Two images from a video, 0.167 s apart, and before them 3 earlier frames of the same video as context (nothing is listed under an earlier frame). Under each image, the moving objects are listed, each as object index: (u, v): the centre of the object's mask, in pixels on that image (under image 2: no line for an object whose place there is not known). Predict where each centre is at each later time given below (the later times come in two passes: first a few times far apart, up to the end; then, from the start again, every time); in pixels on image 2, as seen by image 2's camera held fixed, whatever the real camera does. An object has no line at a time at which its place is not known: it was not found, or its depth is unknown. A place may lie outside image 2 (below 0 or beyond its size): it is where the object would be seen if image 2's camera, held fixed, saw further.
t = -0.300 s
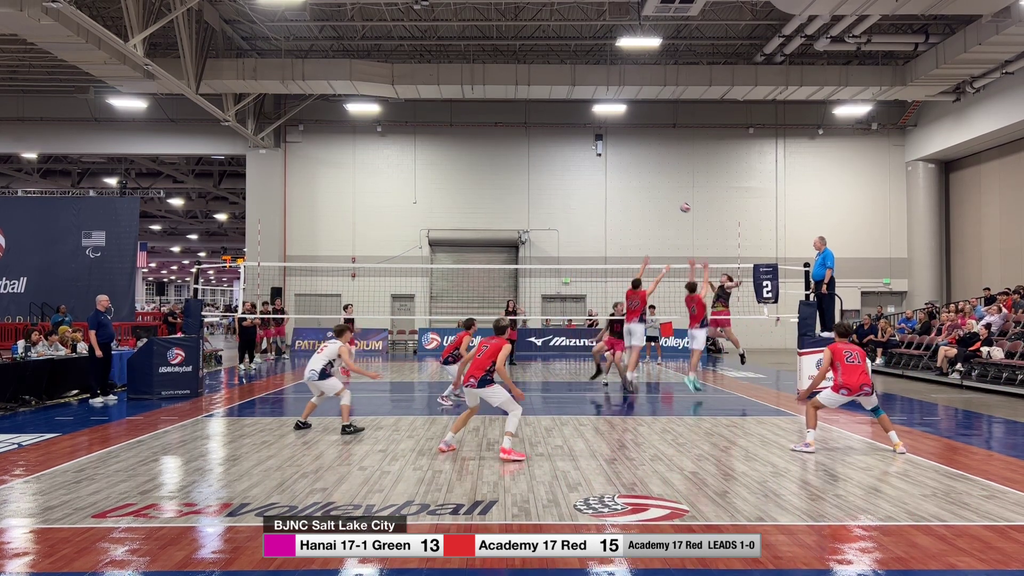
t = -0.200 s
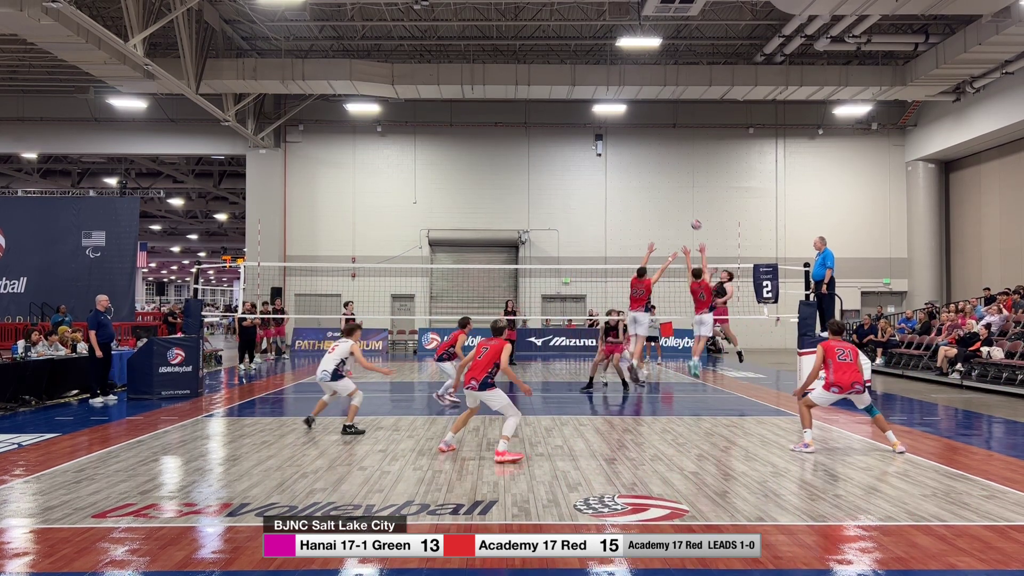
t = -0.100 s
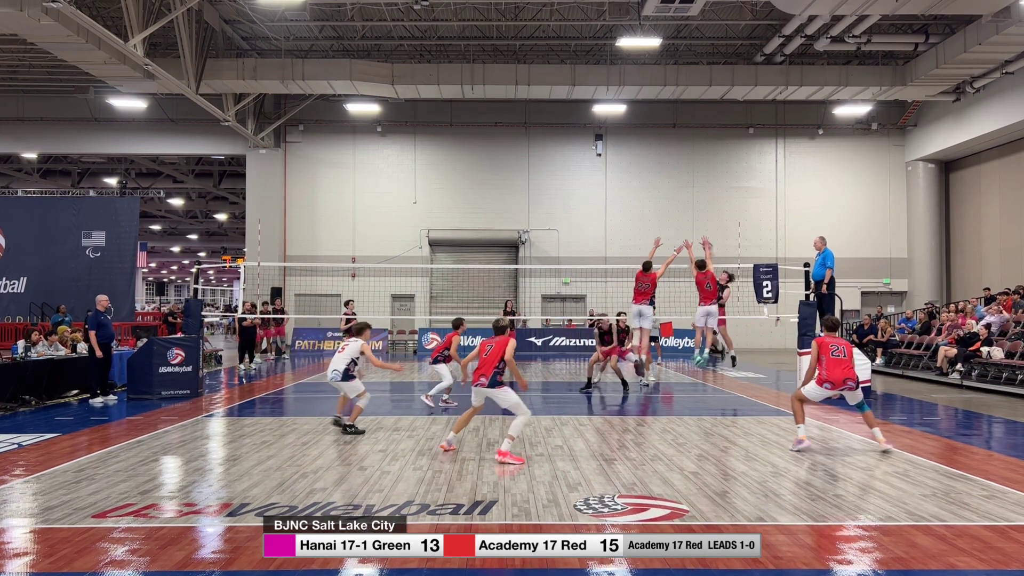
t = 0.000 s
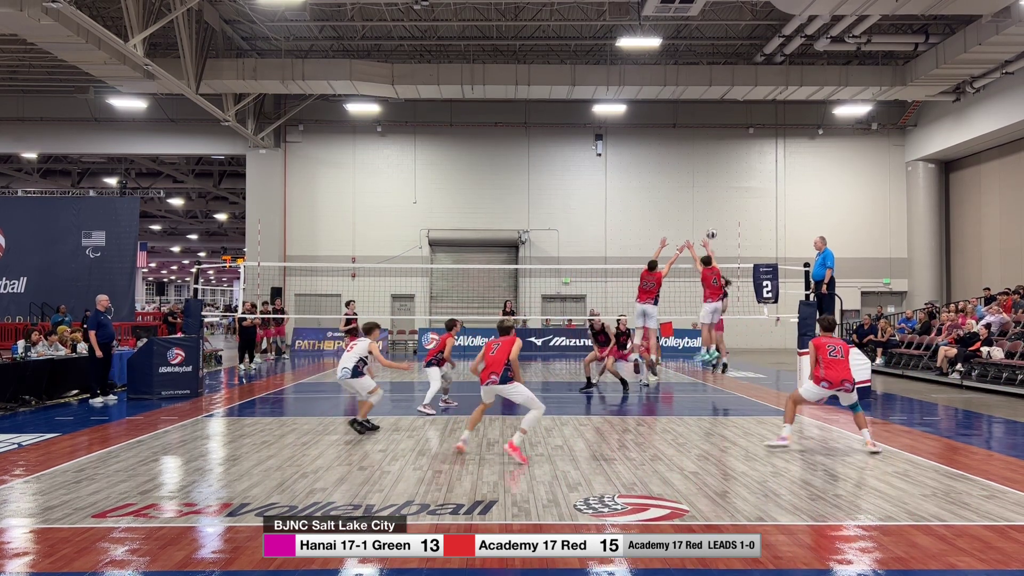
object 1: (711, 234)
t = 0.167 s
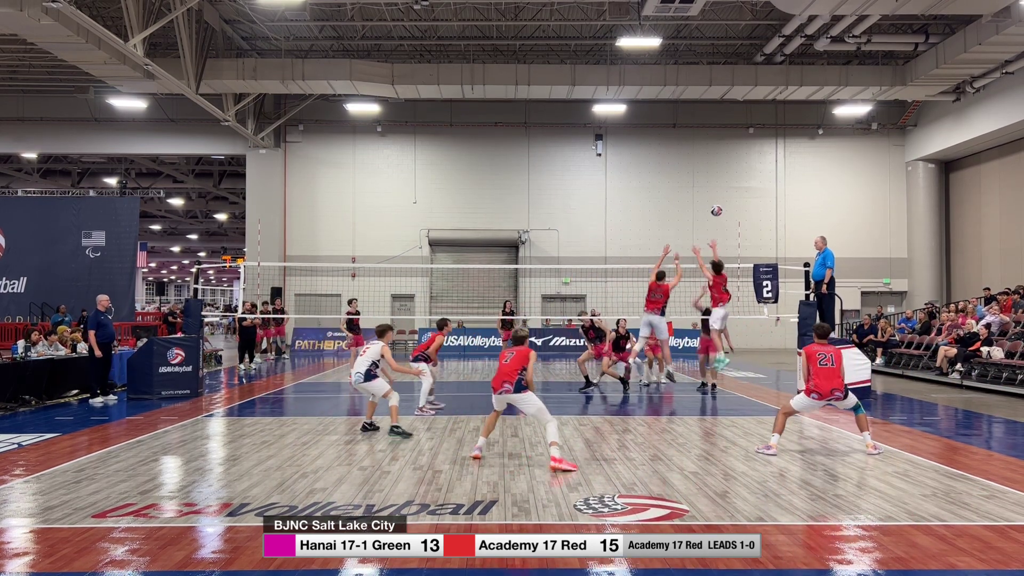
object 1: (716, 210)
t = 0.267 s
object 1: (720, 203)
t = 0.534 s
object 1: (731, 208)
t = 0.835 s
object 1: (749, 275)
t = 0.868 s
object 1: (751, 288)
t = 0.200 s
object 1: (717, 207)
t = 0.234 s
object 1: (719, 205)
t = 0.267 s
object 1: (720, 203)
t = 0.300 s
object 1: (721, 201)
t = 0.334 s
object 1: (722, 200)
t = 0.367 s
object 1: (723, 200)
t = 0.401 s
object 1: (725, 200)
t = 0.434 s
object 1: (726, 201)
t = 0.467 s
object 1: (728, 203)
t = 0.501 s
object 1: (729, 205)
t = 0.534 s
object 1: (731, 208)
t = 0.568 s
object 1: (733, 213)
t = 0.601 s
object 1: (734, 217)
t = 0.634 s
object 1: (736, 223)
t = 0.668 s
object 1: (738, 229)
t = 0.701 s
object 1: (740, 236)
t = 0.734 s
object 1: (742, 245)
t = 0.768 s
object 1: (744, 254)
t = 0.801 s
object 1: (746, 263)
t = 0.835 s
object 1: (749, 275)
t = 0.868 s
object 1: (751, 288)
